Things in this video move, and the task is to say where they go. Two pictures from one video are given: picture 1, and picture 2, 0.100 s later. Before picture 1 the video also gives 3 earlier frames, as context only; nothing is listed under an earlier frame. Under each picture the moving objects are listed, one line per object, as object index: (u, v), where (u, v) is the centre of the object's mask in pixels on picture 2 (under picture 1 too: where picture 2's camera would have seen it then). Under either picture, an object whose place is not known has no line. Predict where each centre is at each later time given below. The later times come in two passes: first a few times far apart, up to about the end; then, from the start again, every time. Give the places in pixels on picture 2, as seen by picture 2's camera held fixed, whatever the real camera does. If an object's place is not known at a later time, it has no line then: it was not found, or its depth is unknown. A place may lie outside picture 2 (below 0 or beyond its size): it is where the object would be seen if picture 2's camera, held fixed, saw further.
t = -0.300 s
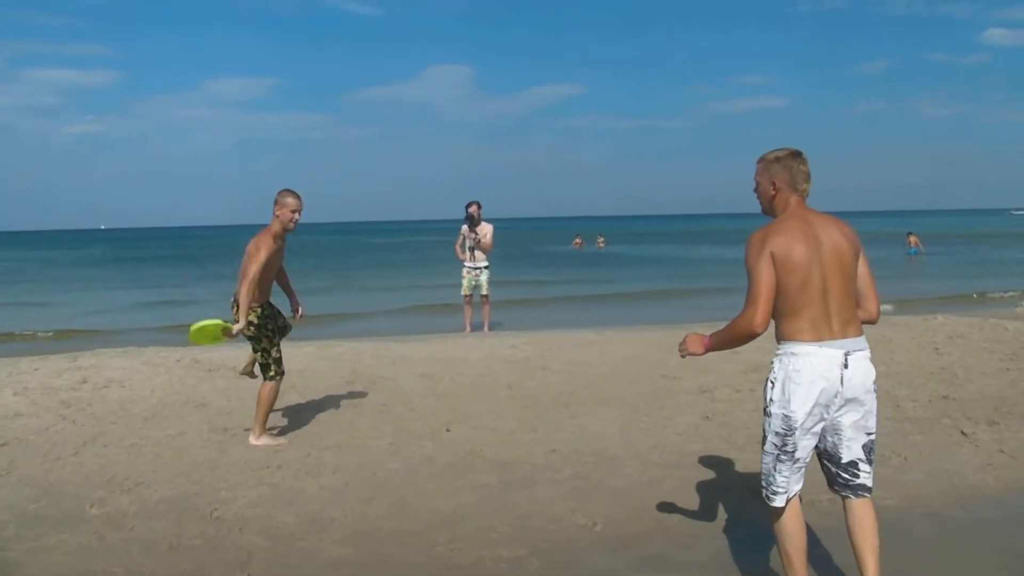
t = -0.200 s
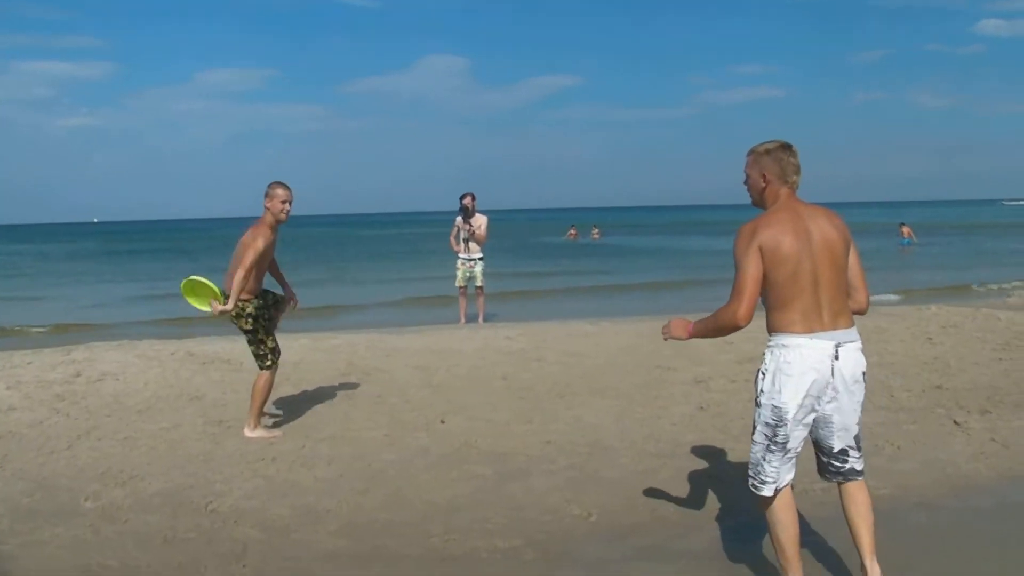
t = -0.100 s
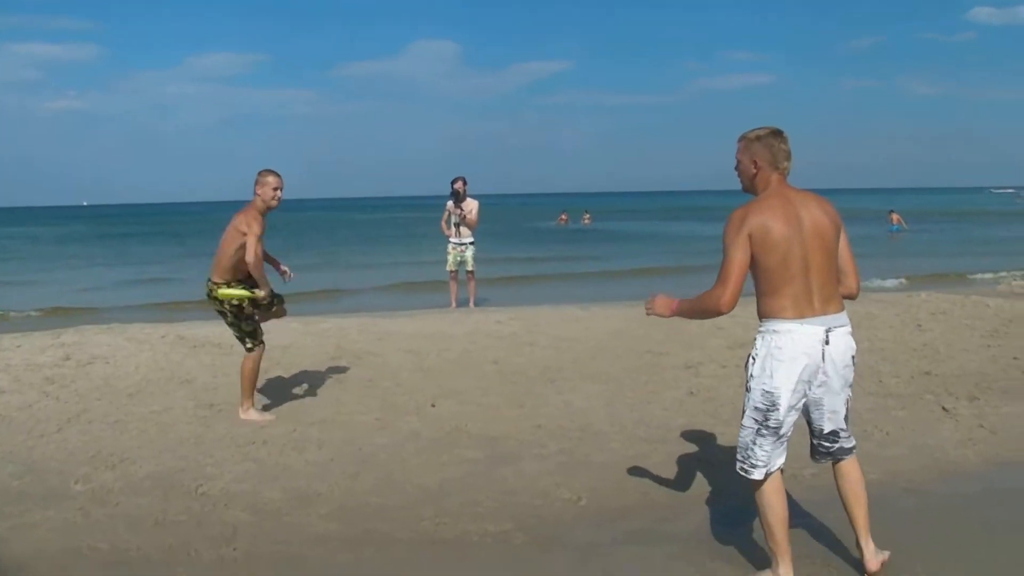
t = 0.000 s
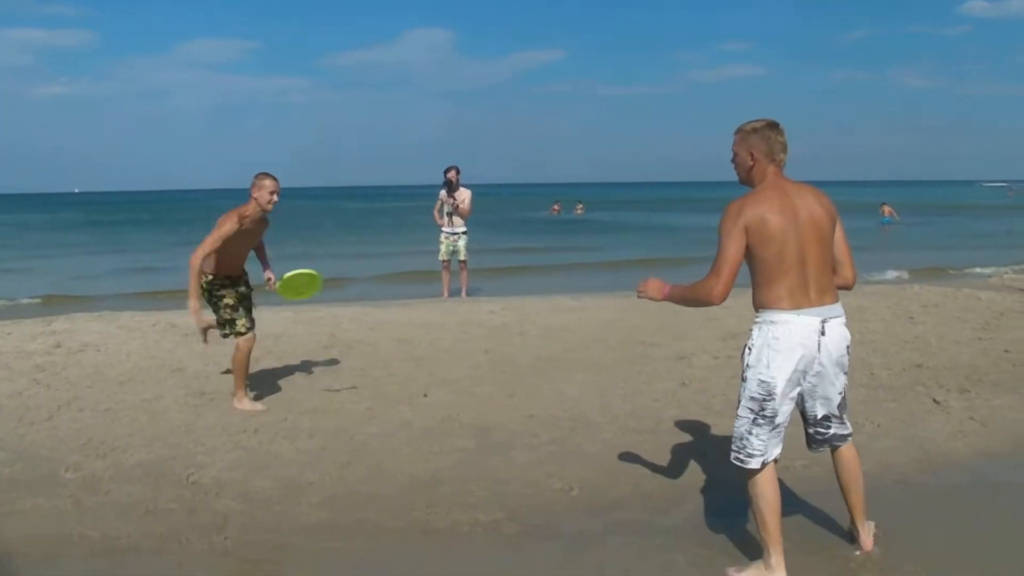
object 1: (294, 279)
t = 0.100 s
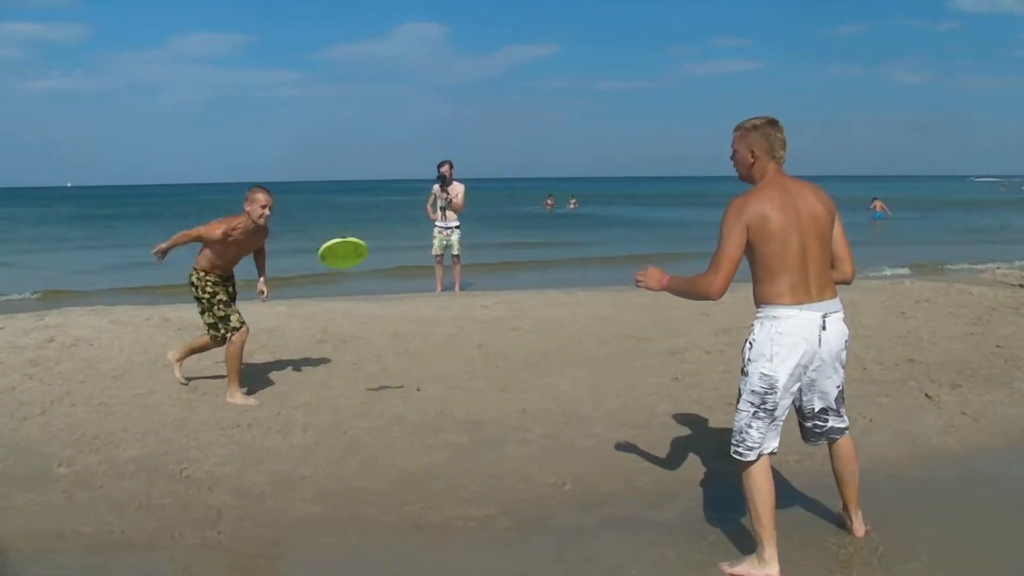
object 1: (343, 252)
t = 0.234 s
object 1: (413, 220)
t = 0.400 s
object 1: (510, 196)
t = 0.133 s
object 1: (360, 244)
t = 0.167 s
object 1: (377, 235)
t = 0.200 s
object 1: (395, 227)
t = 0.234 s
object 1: (413, 220)
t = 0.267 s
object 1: (431, 213)
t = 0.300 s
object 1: (450, 207)
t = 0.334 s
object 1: (470, 203)
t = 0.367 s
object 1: (490, 199)
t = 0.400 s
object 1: (510, 196)
